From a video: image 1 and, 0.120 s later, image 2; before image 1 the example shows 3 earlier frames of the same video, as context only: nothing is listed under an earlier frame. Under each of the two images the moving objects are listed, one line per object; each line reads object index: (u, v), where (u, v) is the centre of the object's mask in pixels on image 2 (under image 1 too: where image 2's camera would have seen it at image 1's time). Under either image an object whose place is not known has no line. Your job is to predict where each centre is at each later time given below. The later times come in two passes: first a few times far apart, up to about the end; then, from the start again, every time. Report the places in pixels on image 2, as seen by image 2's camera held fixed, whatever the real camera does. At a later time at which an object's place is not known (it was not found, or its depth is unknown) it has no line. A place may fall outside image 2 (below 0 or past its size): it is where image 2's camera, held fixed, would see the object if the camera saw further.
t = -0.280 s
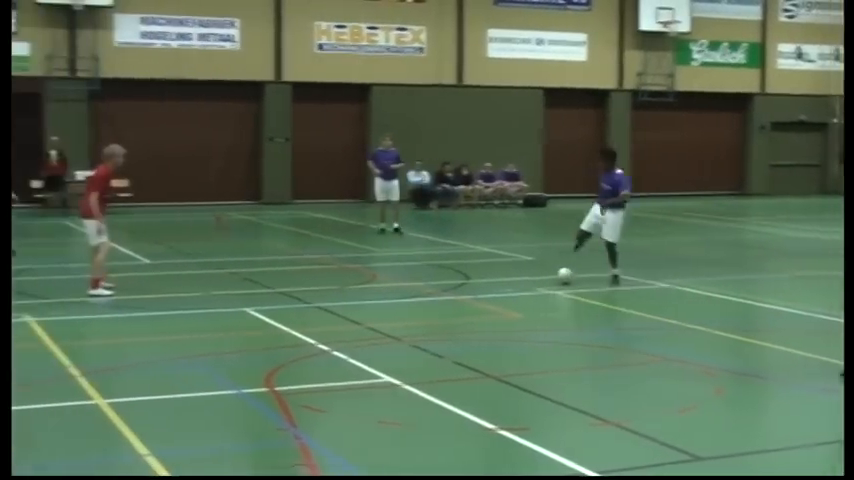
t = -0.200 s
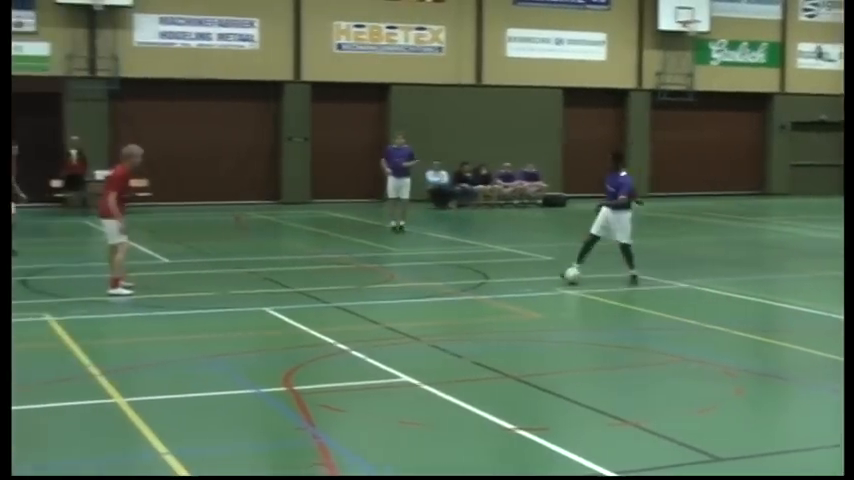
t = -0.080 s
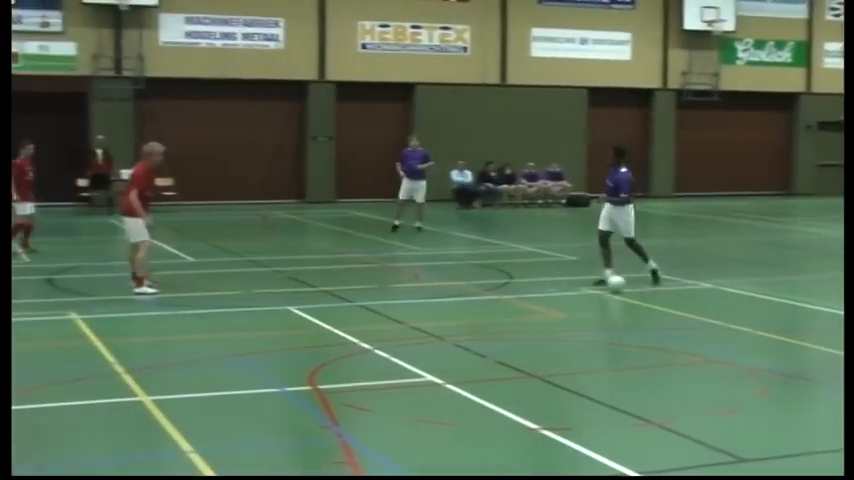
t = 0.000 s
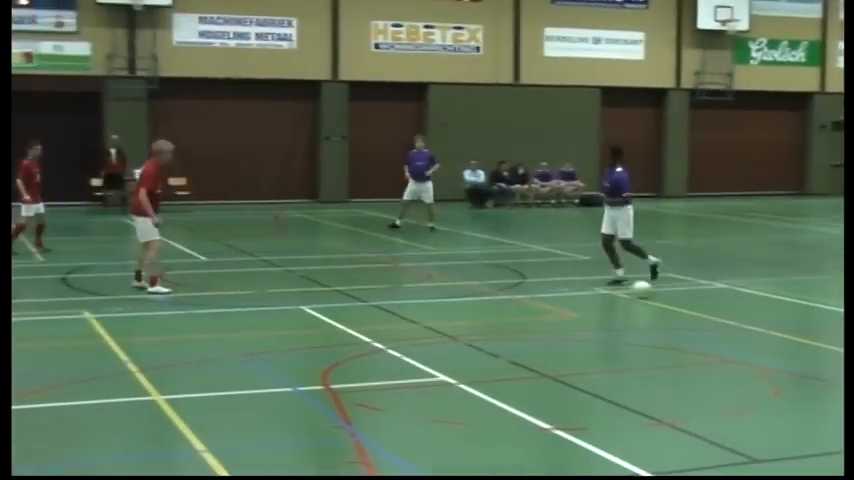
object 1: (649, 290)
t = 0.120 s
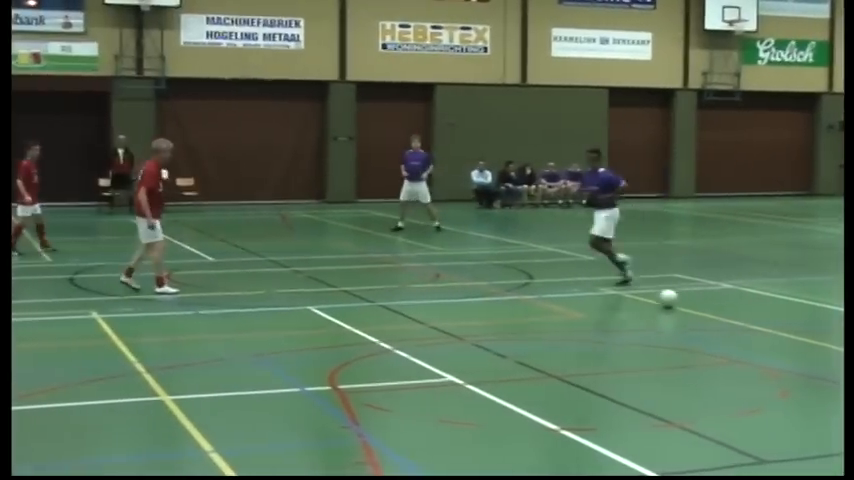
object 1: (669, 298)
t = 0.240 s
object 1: (686, 308)
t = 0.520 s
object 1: (729, 328)
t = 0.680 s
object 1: (755, 341)
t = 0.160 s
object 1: (674, 301)
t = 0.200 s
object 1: (681, 304)
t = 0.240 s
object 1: (686, 308)
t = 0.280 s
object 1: (692, 310)
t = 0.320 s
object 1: (698, 313)
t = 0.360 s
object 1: (704, 316)
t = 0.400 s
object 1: (710, 318)
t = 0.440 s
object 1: (715, 322)
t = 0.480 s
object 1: (722, 325)
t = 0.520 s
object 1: (729, 328)
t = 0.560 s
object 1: (734, 331)
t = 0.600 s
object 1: (741, 334)
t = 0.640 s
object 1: (748, 337)
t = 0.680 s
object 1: (755, 341)
